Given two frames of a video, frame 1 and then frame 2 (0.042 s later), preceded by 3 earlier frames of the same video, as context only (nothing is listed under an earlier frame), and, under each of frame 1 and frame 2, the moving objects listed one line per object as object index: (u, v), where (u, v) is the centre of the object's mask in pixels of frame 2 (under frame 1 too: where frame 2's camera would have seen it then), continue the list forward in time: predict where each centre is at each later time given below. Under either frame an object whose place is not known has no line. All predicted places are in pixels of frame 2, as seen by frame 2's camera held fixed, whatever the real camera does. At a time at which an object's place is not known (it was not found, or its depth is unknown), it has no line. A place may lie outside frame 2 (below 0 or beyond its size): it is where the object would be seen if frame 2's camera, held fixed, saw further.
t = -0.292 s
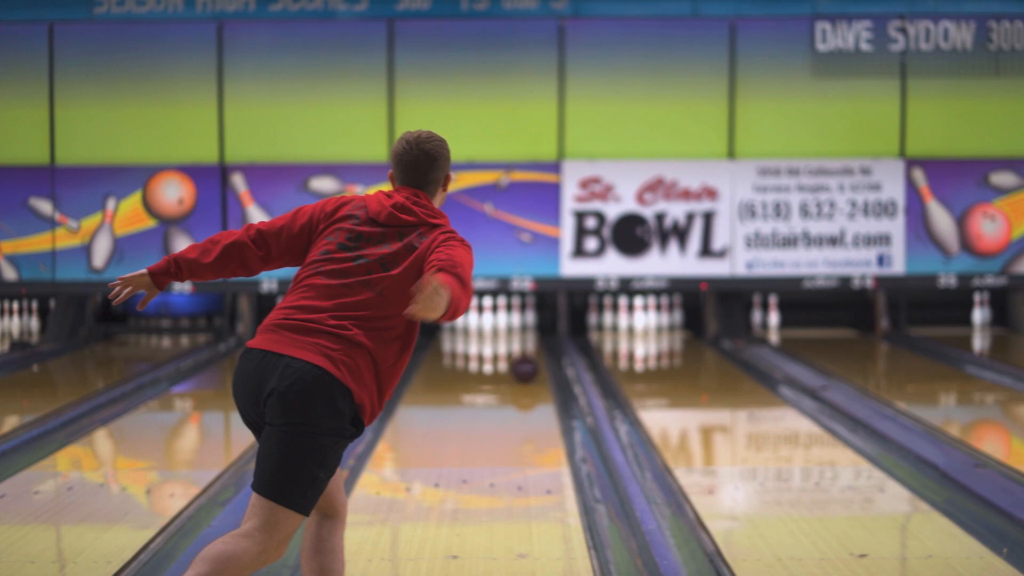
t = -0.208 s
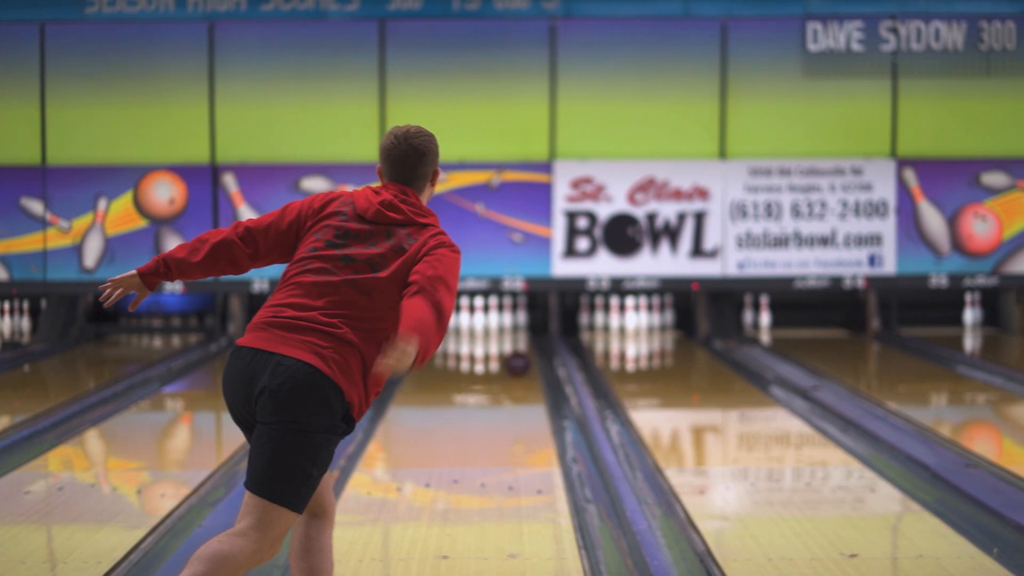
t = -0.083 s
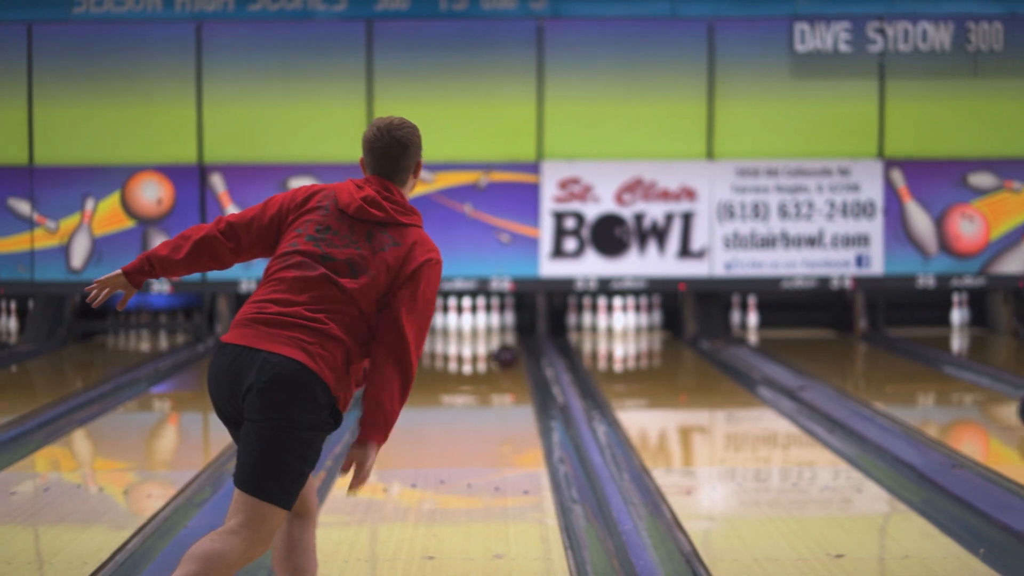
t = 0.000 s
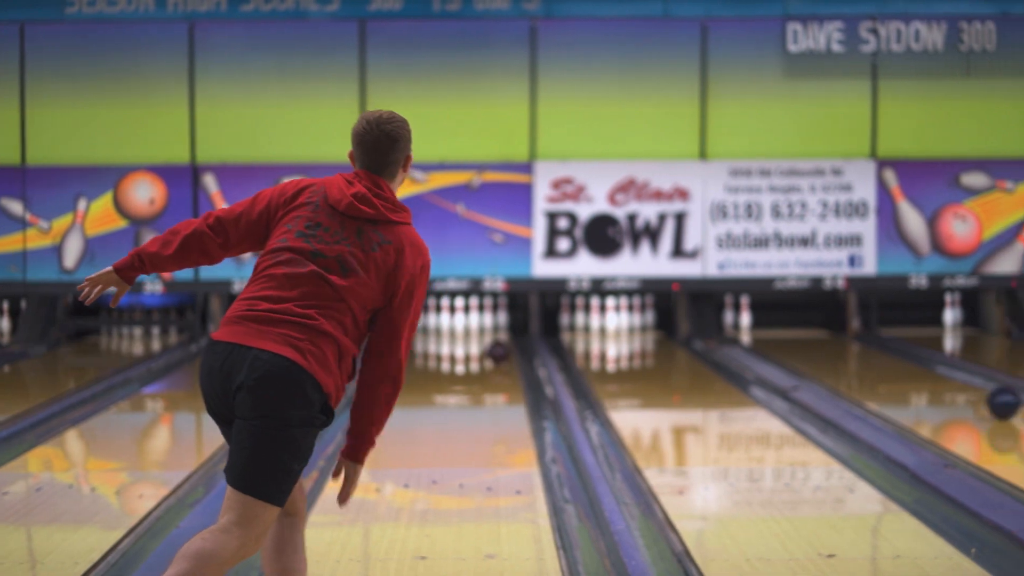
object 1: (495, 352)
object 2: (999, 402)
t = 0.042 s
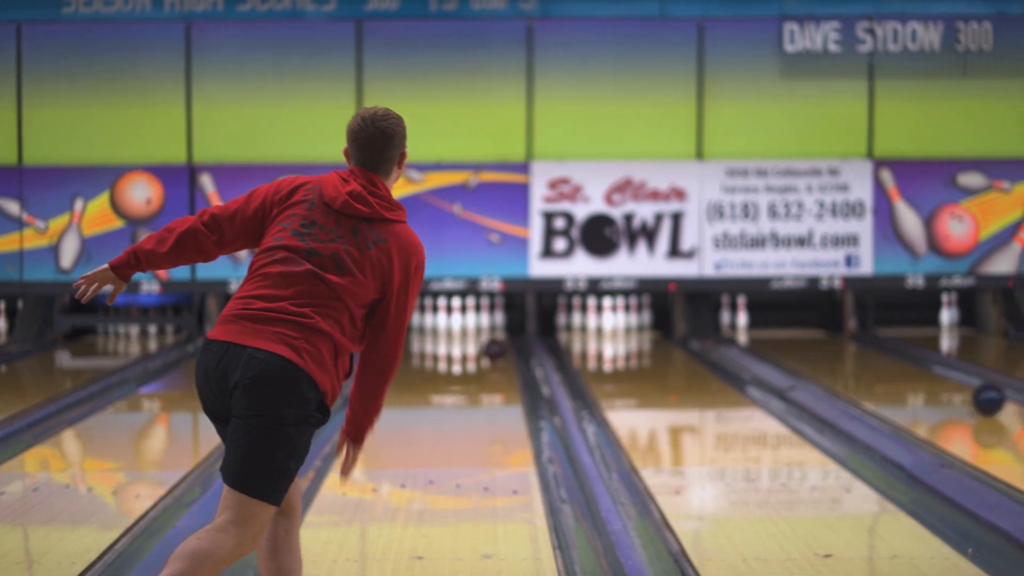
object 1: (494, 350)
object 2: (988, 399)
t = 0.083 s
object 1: (494, 348)
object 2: (978, 395)
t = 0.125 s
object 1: (493, 346)
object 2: (968, 391)
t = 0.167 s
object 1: (492, 343)
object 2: (958, 388)
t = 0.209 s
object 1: (490, 341)
